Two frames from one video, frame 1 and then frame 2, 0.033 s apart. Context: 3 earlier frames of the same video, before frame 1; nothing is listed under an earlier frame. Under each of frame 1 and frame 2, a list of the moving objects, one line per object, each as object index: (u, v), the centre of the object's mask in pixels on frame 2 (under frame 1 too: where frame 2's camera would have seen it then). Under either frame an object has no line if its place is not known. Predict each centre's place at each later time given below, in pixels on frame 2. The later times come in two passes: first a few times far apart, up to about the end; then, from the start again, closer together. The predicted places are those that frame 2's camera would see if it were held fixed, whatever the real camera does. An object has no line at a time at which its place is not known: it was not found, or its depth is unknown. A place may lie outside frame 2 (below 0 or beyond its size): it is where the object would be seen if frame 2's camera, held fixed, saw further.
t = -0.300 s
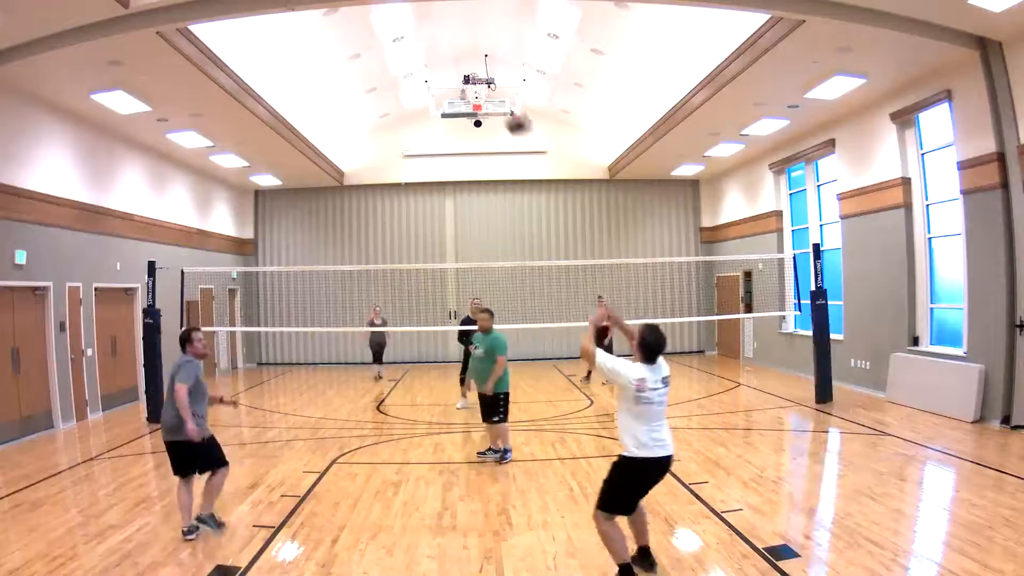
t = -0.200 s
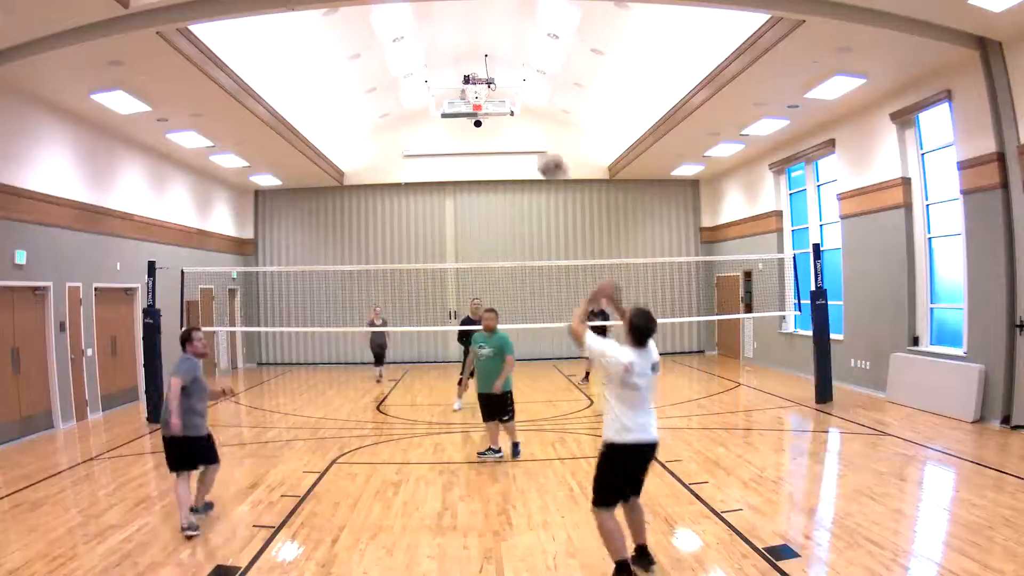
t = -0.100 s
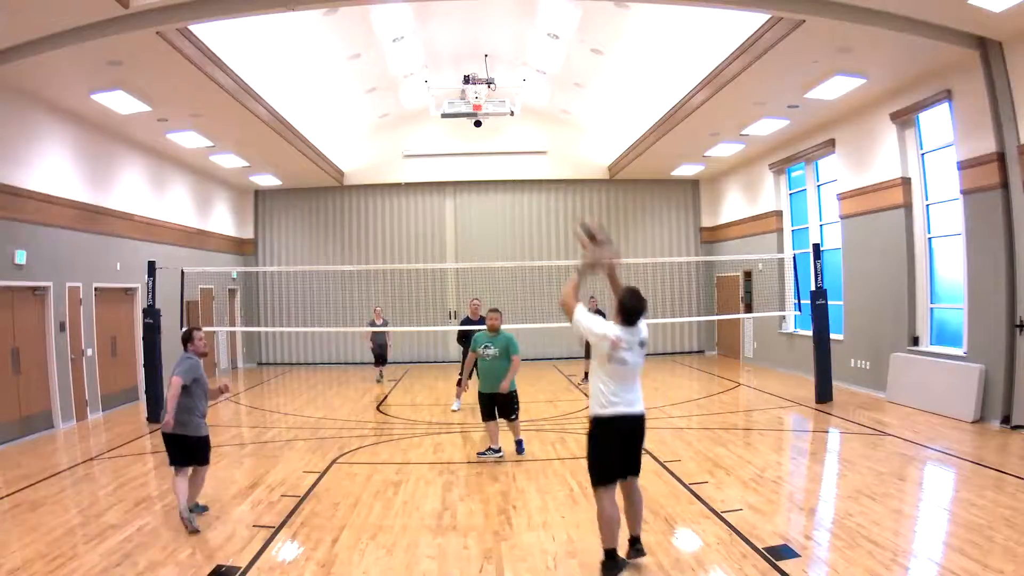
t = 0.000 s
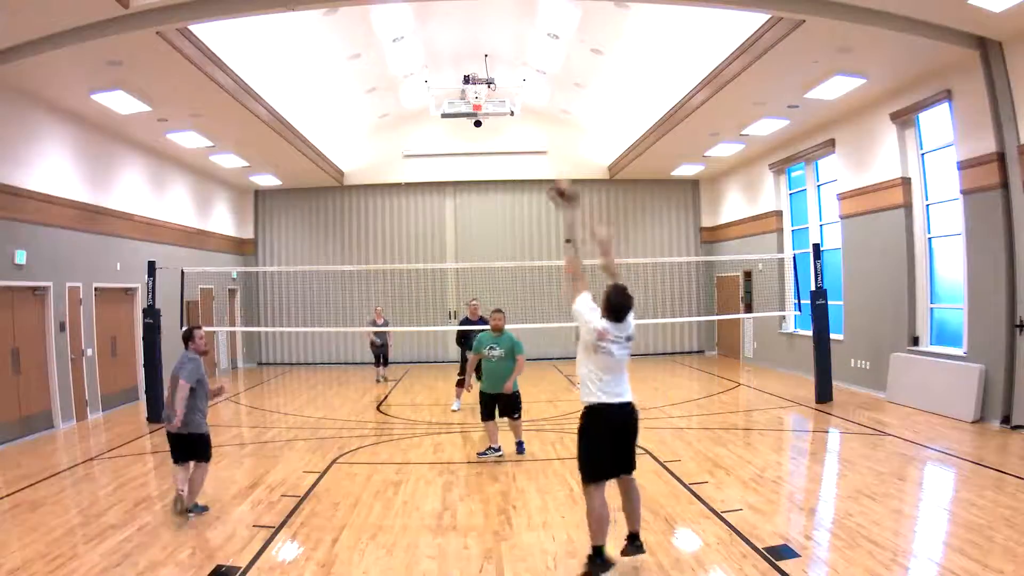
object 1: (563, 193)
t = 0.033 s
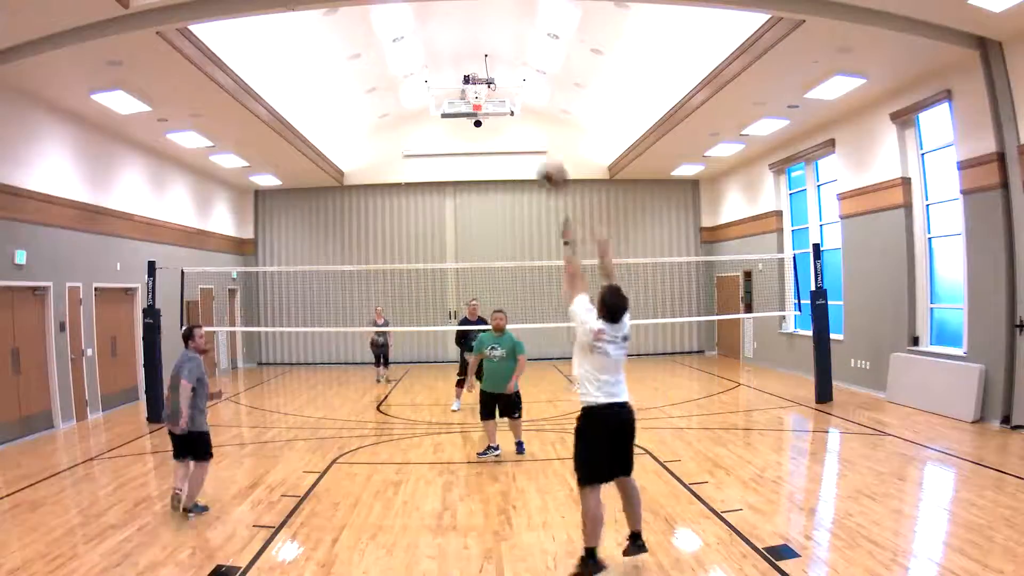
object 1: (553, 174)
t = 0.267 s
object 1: (479, 118)
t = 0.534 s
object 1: (417, 138)
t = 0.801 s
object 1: (367, 223)
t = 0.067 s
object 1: (540, 162)
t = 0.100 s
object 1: (530, 151)
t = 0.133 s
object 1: (517, 140)
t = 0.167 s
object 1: (508, 132)
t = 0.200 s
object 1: (498, 127)
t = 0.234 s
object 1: (489, 122)
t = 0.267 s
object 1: (479, 118)
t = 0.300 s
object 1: (472, 116)
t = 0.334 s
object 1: (462, 116)
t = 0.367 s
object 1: (454, 117)
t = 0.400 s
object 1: (447, 119)
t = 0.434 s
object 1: (438, 124)
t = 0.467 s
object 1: (431, 126)
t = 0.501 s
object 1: (424, 131)
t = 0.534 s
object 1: (417, 138)
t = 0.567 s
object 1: (411, 146)
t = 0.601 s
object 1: (404, 153)
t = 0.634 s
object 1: (397, 163)
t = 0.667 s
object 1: (392, 172)
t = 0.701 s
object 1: (385, 183)
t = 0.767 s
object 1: (374, 208)
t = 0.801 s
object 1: (367, 223)
